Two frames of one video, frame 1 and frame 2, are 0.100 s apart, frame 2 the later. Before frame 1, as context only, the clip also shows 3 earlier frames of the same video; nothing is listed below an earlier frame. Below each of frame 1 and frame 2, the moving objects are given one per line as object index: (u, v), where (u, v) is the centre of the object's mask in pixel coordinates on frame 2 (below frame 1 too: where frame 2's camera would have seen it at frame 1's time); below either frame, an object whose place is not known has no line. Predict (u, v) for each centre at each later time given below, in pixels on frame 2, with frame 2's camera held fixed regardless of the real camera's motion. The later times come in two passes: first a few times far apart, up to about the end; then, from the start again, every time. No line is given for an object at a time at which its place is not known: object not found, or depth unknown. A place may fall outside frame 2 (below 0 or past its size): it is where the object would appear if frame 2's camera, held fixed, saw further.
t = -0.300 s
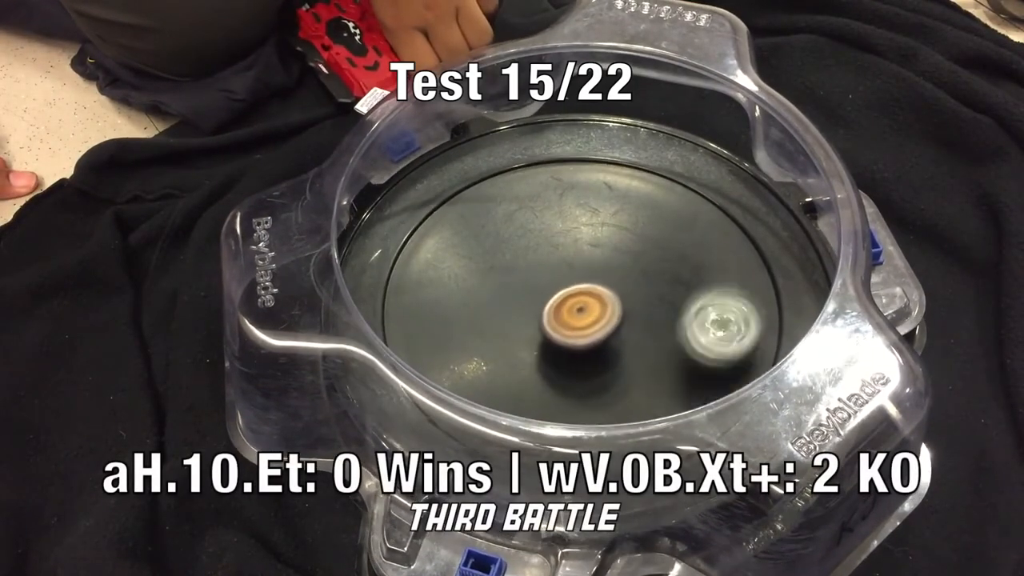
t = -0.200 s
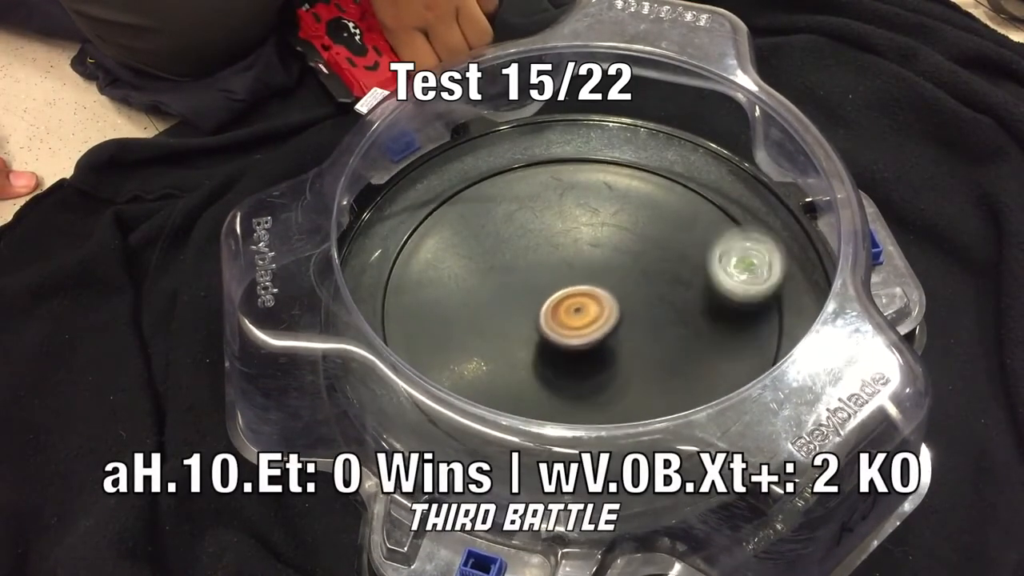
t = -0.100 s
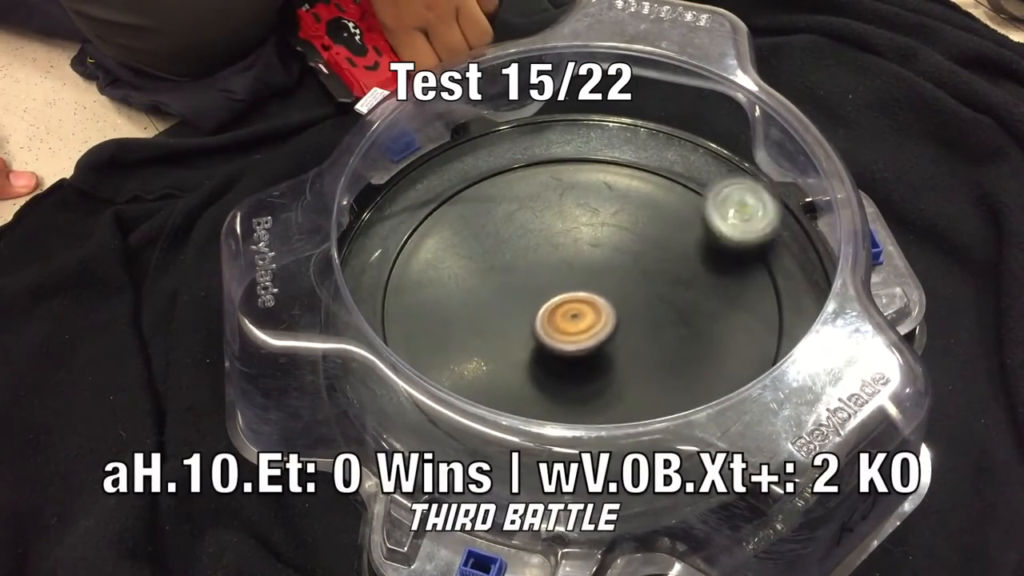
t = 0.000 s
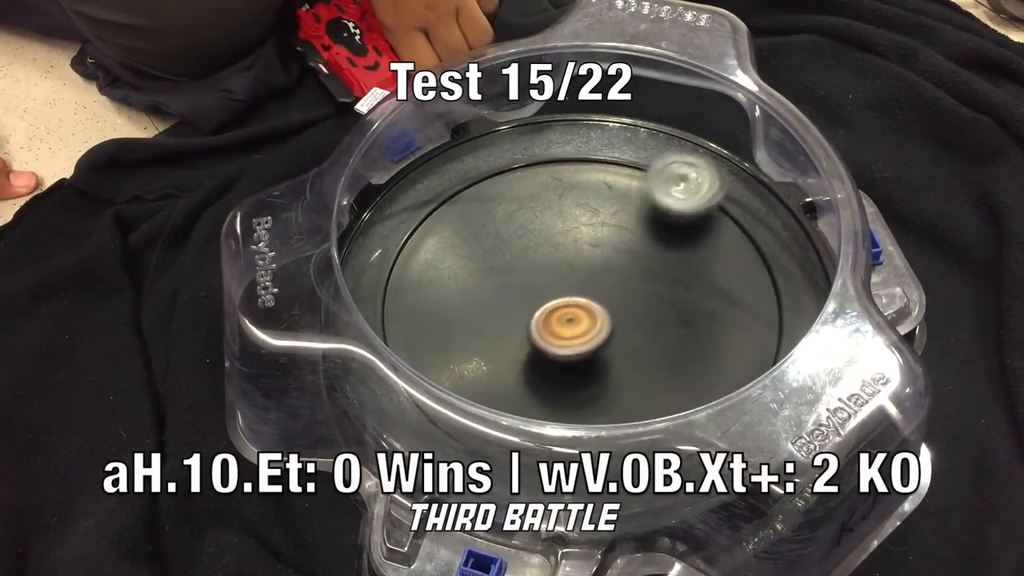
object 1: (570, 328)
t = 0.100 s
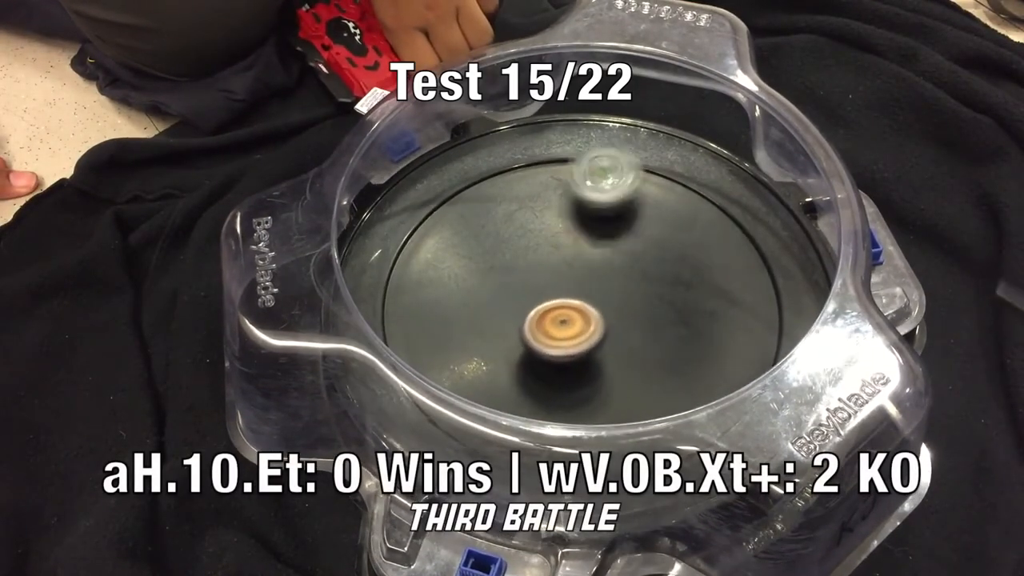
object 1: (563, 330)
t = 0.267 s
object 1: (555, 326)
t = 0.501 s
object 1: (551, 313)
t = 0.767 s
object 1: (556, 297)
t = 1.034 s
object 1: (566, 289)
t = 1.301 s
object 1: (575, 286)
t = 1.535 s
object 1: (585, 290)
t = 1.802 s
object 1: (593, 296)
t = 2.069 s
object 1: (594, 307)
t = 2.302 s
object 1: (590, 316)
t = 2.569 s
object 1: (578, 323)
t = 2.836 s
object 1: (565, 323)
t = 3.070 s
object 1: (557, 318)
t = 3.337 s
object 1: (549, 308)
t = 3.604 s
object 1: (549, 295)
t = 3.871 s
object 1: (558, 283)
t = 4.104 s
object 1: (570, 278)
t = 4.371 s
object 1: (586, 279)
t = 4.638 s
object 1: (599, 287)
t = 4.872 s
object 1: (603, 299)
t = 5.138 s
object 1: (598, 315)
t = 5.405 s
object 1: (584, 326)
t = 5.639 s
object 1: (568, 330)
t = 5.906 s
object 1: (553, 325)
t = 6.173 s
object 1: (548, 313)
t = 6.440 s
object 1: (553, 295)
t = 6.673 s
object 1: (563, 284)
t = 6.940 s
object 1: (579, 279)
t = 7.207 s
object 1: (594, 283)
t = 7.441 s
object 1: (594, 319)
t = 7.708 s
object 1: (587, 306)
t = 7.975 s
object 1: (582, 292)
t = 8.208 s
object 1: (552, 305)
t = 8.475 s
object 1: (559, 337)
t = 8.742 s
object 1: (596, 332)
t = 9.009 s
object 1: (610, 276)
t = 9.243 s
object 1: (633, 251)
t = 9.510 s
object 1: (606, 271)
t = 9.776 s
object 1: (609, 286)
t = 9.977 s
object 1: (631, 290)
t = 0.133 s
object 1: (561, 330)
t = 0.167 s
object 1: (559, 329)
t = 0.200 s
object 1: (557, 329)
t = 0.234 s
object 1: (556, 327)
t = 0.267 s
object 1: (555, 326)
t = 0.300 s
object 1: (554, 325)
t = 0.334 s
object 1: (553, 323)
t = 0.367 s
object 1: (552, 321)
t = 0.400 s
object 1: (552, 320)
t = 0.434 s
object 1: (551, 317)
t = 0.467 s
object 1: (551, 315)
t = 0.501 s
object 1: (551, 313)
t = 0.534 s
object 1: (551, 311)
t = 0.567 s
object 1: (552, 309)
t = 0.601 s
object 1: (552, 307)
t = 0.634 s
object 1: (553, 305)
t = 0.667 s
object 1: (554, 303)
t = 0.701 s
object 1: (555, 301)
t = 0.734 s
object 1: (555, 299)
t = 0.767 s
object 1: (556, 297)
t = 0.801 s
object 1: (557, 296)
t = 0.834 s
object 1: (558, 295)
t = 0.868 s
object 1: (560, 293)
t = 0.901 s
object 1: (561, 292)
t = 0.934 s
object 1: (562, 291)
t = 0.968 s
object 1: (563, 290)
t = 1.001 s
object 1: (564, 289)
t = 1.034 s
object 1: (566, 289)
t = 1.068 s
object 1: (567, 288)
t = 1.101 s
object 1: (568, 288)
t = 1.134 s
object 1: (569, 287)
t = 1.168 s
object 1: (570, 287)
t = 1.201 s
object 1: (572, 287)
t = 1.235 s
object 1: (573, 286)
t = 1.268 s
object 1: (574, 286)
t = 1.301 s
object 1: (575, 286)
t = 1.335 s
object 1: (577, 286)
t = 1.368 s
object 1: (578, 287)
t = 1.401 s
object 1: (580, 287)
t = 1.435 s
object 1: (581, 288)
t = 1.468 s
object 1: (582, 288)
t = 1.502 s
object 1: (584, 289)
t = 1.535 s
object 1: (585, 290)
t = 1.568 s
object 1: (586, 290)
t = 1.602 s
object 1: (587, 291)
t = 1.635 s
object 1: (588, 292)
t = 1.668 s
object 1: (589, 293)
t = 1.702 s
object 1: (590, 294)
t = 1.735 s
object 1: (591, 294)
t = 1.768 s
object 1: (592, 295)
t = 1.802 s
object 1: (593, 296)
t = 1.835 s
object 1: (593, 297)
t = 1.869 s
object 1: (594, 298)
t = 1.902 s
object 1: (594, 300)
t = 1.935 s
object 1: (594, 301)
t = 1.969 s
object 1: (594, 302)
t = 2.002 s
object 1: (594, 304)
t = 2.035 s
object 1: (594, 305)
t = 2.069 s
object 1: (594, 307)
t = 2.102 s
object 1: (594, 308)
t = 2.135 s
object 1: (593, 310)
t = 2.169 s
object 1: (593, 311)
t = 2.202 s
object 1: (592, 312)
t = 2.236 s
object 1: (591, 314)
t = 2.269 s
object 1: (590, 315)
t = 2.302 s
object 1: (590, 316)
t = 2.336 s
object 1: (588, 317)
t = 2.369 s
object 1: (587, 318)
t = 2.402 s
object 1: (586, 319)
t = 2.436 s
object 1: (584, 320)
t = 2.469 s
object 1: (583, 321)
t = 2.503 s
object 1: (581, 322)
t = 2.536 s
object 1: (580, 322)
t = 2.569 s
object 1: (578, 323)
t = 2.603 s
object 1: (576, 323)
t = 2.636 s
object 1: (575, 324)
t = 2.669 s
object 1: (573, 324)
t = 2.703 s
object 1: (571, 324)
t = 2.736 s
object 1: (570, 324)
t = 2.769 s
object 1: (568, 324)
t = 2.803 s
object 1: (566, 324)
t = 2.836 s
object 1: (565, 323)
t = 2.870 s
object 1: (564, 322)
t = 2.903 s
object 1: (563, 321)
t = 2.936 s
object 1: (561, 321)
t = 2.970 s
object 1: (560, 320)
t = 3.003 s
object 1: (559, 319)
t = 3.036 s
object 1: (558, 319)
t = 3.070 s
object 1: (557, 318)
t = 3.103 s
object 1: (556, 317)
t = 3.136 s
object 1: (554, 316)
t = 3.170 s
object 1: (553, 315)
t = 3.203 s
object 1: (552, 313)
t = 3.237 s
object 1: (551, 312)
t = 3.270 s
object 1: (550, 311)
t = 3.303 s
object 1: (550, 309)
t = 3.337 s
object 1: (549, 308)
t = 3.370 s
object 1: (549, 306)
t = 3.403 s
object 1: (549, 304)
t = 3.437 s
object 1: (548, 303)
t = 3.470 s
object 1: (549, 301)
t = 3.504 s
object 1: (549, 300)
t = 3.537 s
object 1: (549, 298)
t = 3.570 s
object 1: (549, 296)
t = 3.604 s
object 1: (549, 295)
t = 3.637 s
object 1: (551, 293)
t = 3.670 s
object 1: (551, 291)
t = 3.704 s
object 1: (552, 289)
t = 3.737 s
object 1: (553, 288)
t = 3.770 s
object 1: (554, 286)
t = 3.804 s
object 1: (555, 285)
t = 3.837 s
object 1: (557, 284)
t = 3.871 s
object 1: (558, 283)
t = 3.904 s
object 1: (559, 282)
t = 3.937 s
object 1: (561, 281)
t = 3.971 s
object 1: (563, 280)
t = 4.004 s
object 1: (564, 280)
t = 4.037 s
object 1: (566, 279)
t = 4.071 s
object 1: (568, 278)
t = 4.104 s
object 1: (570, 278)
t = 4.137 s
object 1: (572, 278)
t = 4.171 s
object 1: (574, 277)
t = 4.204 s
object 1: (576, 277)
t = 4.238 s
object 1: (578, 278)
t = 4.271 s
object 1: (580, 278)
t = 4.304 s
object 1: (582, 278)
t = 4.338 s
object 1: (584, 279)
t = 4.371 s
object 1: (586, 279)
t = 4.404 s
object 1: (588, 280)
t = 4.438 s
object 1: (589, 281)
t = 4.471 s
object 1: (591, 282)
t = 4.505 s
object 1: (593, 283)
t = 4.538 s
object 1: (595, 284)
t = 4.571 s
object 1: (596, 285)
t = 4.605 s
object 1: (598, 286)
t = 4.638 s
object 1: (599, 287)
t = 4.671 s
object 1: (600, 289)
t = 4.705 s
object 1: (601, 290)
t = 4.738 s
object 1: (602, 292)
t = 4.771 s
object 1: (603, 293)
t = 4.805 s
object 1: (603, 295)
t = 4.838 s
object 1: (603, 297)
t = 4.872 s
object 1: (603, 299)
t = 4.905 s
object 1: (603, 301)
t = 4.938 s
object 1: (602, 303)
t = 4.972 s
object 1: (602, 305)
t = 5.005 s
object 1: (601, 307)
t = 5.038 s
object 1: (601, 309)
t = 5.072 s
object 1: (600, 311)
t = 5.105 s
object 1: (599, 313)
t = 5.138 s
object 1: (598, 315)
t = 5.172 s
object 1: (596, 316)
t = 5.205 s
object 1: (595, 317)
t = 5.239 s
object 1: (594, 319)
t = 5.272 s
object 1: (592, 321)
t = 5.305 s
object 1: (590, 322)
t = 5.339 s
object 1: (588, 324)
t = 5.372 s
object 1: (586, 325)
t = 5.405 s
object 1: (584, 326)
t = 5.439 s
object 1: (582, 327)
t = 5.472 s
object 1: (580, 328)
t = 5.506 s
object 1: (577, 328)
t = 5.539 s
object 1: (575, 329)
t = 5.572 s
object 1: (573, 329)
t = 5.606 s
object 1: (571, 329)
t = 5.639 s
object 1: (568, 330)
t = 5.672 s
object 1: (566, 329)
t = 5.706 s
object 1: (564, 329)
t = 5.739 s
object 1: (562, 329)
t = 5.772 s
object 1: (560, 328)
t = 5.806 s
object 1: (558, 328)
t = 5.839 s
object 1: (556, 327)
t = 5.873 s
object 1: (554, 326)
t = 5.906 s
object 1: (553, 325)
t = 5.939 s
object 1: (552, 324)
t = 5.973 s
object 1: (551, 323)
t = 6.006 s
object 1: (551, 321)
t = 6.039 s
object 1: (550, 320)
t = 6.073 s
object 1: (549, 318)
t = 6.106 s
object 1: (549, 317)
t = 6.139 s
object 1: (549, 315)
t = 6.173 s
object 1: (548, 313)
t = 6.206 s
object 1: (548, 311)
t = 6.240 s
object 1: (548, 309)
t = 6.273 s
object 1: (548, 307)
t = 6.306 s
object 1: (549, 305)
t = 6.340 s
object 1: (550, 302)
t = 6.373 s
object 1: (551, 300)
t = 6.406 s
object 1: (552, 298)
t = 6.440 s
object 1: (553, 295)
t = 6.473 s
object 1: (554, 293)
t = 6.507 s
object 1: (555, 291)
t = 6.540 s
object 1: (556, 289)
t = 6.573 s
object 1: (558, 288)
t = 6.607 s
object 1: (559, 287)
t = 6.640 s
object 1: (561, 285)
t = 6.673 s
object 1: (563, 284)
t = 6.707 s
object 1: (564, 283)
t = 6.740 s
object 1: (567, 282)
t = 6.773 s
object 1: (569, 281)
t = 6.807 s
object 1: (571, 280)
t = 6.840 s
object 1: (572, 279)
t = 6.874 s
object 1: (575, 279)
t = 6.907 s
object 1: (577, 279)
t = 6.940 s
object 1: (579, 279)
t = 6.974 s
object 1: (581, 279)
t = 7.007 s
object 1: (583, 279)
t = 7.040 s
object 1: (585, 279)
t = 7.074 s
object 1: (587, 279)
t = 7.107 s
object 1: (589, 280)
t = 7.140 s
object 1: (591, 280)
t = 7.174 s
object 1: (593, 281)
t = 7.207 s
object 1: (594, 283)
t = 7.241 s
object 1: (597, 290)
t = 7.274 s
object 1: (601, 298)
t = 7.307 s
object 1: (602, 305)
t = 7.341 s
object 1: (601, 310)
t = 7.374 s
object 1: (600, 314)
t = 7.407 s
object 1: (597, 317)
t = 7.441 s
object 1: (594, 319)
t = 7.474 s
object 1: (590, 319)
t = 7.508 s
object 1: (587, 318)
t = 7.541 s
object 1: (586, 317)
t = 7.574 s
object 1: (585, 315)
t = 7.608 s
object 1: (585, 313)
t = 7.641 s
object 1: (585, 310)
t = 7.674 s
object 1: (586, 308)
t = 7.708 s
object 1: (587, 306)
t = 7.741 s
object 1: (588, 303)
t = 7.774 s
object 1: (590, 301)
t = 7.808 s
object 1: (592, 300)
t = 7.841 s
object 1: (593, 299)
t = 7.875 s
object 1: (595, 299)
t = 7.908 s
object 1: (594, 299)
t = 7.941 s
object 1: (588, 296)
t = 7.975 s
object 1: (582, 292)
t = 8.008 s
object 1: (576, 291)
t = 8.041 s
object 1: (570, 291)
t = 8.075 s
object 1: (564, 292)
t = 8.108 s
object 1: (560, 294)
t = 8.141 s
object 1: (556, 297)
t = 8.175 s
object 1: (553, 300)
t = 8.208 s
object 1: (552, 305)
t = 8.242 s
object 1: (553, 309)
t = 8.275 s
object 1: (554, 314)
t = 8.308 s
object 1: (556, 319)
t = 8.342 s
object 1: (557, 324)
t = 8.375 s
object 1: (558, 328)
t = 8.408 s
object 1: (559, 332)
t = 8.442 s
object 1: (559, 336)
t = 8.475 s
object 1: (559, 337)
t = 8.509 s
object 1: (558, 338)
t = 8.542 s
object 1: (559, 339)
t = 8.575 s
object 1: (567, 343)
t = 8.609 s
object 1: (575, 345)
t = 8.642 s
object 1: (582, 344)
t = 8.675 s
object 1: (588, 341)
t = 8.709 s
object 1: (593, 337)
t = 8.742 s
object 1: (596, 332)
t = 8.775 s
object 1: (597, 326)
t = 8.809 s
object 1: (597, 320)
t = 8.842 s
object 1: (595, 314)
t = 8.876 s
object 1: (595, 308)
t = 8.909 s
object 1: (599, 296)
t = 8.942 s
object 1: (604, 287)
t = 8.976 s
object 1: (608, 280)
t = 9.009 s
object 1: (610, 276)
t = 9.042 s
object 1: (611, 274)
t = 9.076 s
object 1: (616, 269)
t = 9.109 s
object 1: (625, 260)
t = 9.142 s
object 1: (631, 255)
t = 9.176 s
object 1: (634, 252)
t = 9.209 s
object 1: (635, 250)
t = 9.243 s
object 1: (633, 251)
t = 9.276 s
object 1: (629, 253)
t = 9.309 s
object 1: (624, 256)
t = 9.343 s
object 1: (618, 260)
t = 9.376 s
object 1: (611, 265)
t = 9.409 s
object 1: (604, 269)
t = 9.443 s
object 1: (597, 274)
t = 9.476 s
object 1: (598, 275)
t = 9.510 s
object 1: (606, 271)
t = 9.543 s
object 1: (613, 270)
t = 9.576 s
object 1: (618, 270)
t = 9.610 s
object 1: (621, 271)
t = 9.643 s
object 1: (621, 273)
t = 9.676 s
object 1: (620, 276)
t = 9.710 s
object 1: (617, 279)
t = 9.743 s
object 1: (614, 282)
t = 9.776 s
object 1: (609, 286)
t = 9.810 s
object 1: (604, 290)
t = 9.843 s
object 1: (598, 294)
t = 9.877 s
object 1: (596, 296)
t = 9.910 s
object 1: (611, 294)
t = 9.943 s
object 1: (623, 292)
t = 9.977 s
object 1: (631, 290)
